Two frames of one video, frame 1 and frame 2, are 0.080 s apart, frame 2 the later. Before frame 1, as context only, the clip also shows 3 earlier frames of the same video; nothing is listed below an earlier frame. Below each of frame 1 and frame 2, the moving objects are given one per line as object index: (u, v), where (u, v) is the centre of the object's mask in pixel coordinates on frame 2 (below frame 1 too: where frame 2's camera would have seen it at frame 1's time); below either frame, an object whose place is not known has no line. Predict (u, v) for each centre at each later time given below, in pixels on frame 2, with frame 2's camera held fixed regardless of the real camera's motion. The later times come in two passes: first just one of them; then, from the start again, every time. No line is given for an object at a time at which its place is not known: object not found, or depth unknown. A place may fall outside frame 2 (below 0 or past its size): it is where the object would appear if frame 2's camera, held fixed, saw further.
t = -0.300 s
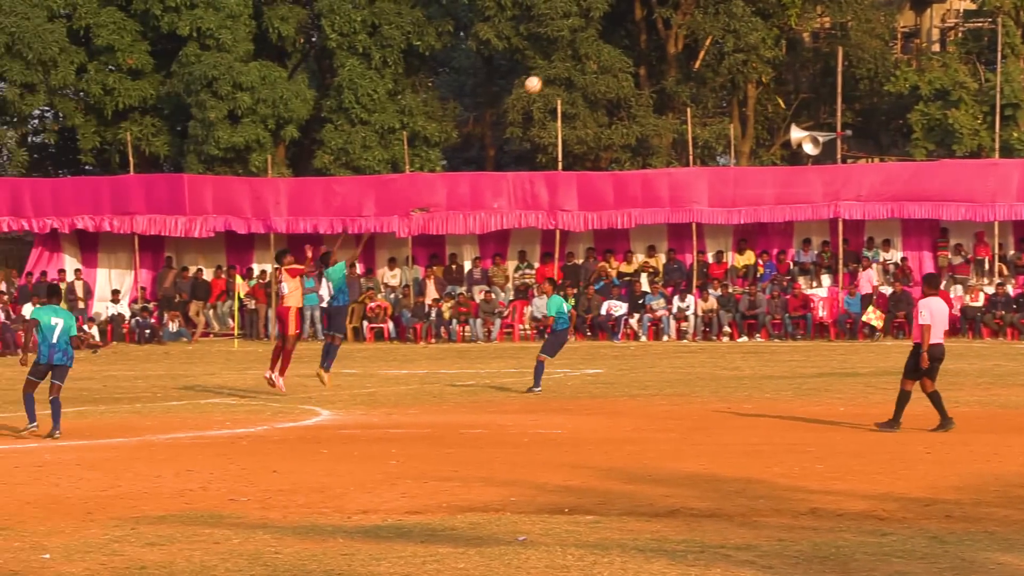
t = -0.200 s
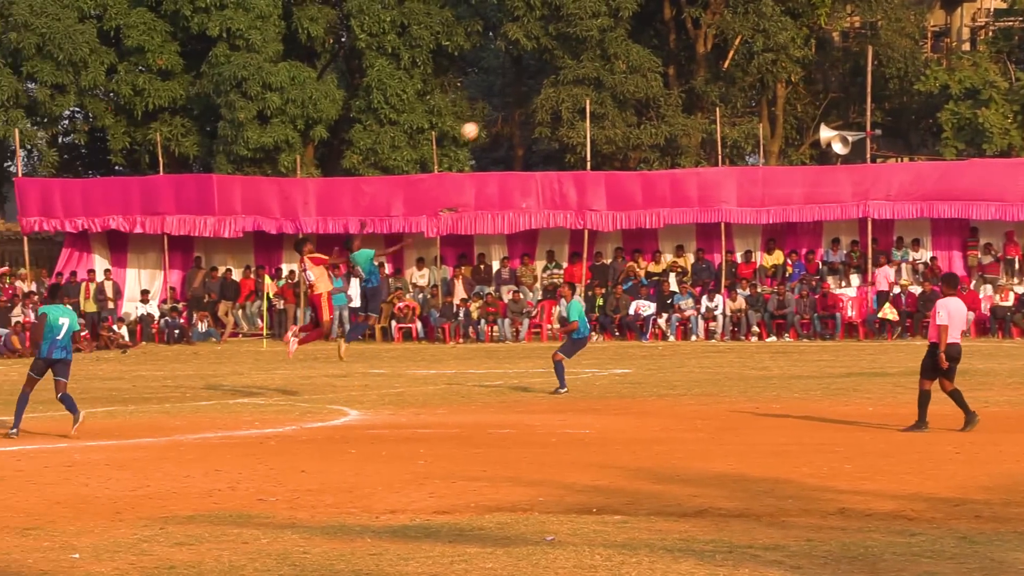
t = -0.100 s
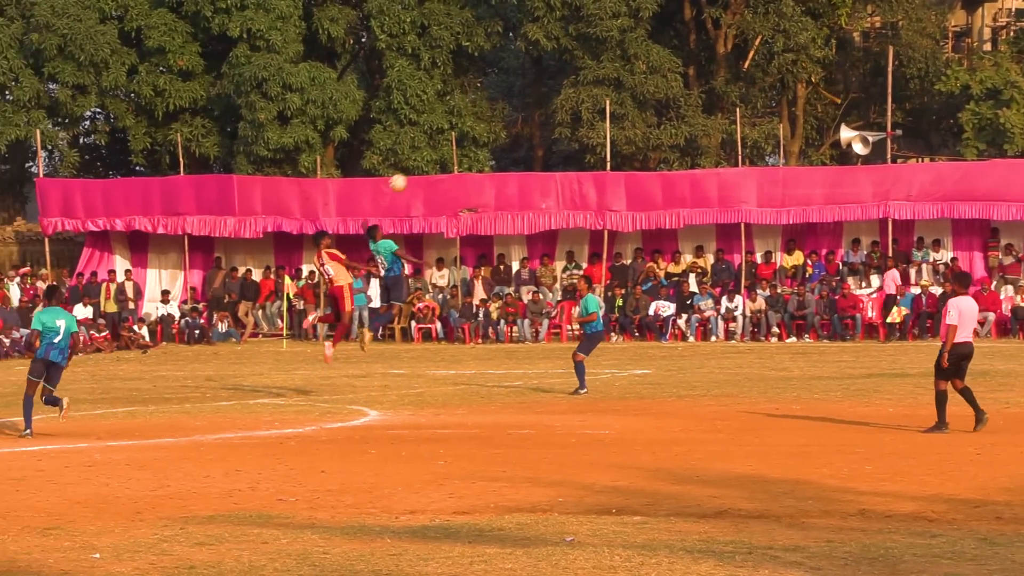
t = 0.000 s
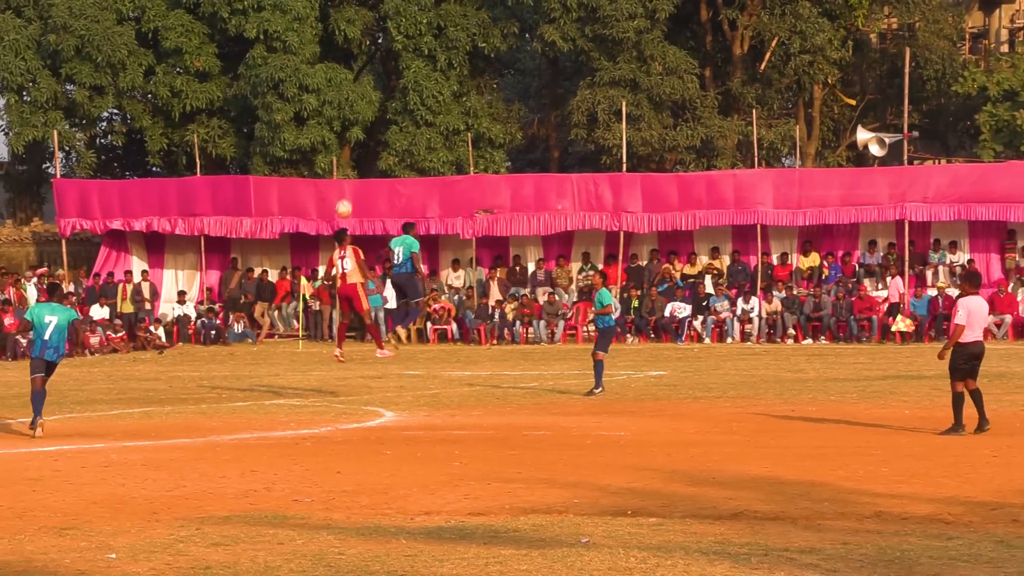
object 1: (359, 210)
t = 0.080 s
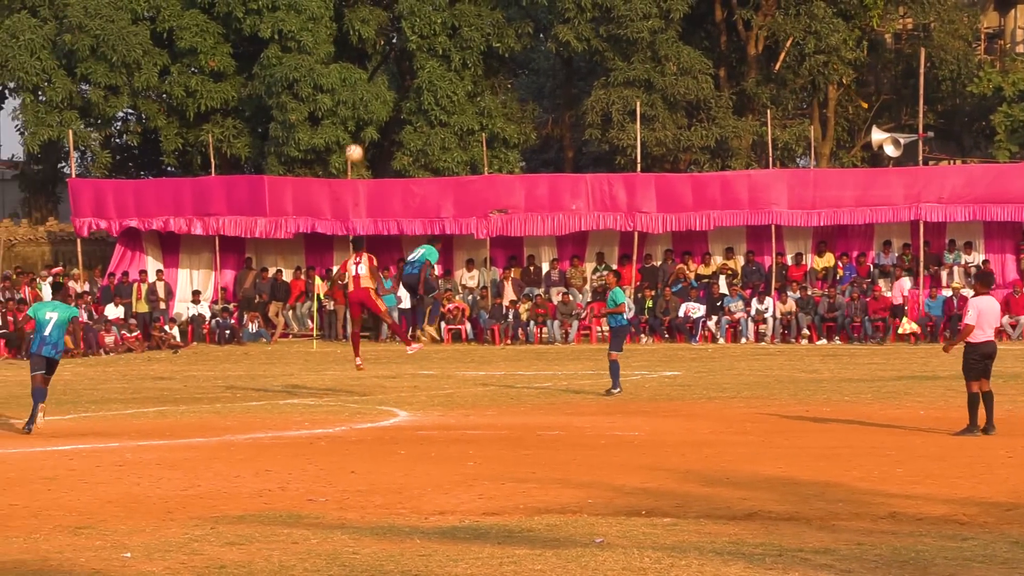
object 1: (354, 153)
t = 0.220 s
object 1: (343, 65)
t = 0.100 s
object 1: (353, 140)
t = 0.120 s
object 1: (350, 127)
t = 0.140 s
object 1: (349, 114)
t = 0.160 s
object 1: (347, 101)
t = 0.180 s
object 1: (345, 89)
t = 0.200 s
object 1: (344, 77)
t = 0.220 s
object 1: (343, 65)
